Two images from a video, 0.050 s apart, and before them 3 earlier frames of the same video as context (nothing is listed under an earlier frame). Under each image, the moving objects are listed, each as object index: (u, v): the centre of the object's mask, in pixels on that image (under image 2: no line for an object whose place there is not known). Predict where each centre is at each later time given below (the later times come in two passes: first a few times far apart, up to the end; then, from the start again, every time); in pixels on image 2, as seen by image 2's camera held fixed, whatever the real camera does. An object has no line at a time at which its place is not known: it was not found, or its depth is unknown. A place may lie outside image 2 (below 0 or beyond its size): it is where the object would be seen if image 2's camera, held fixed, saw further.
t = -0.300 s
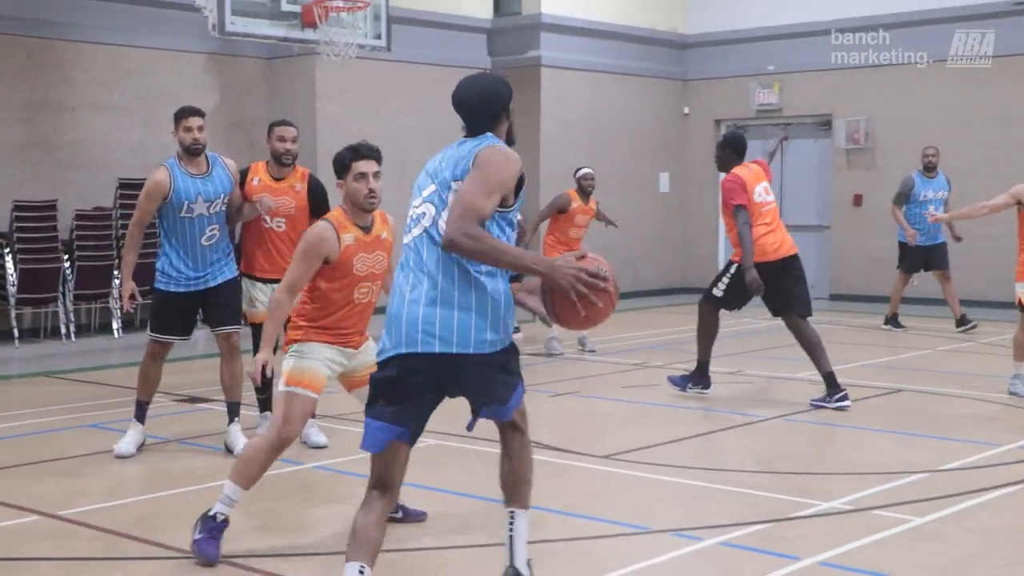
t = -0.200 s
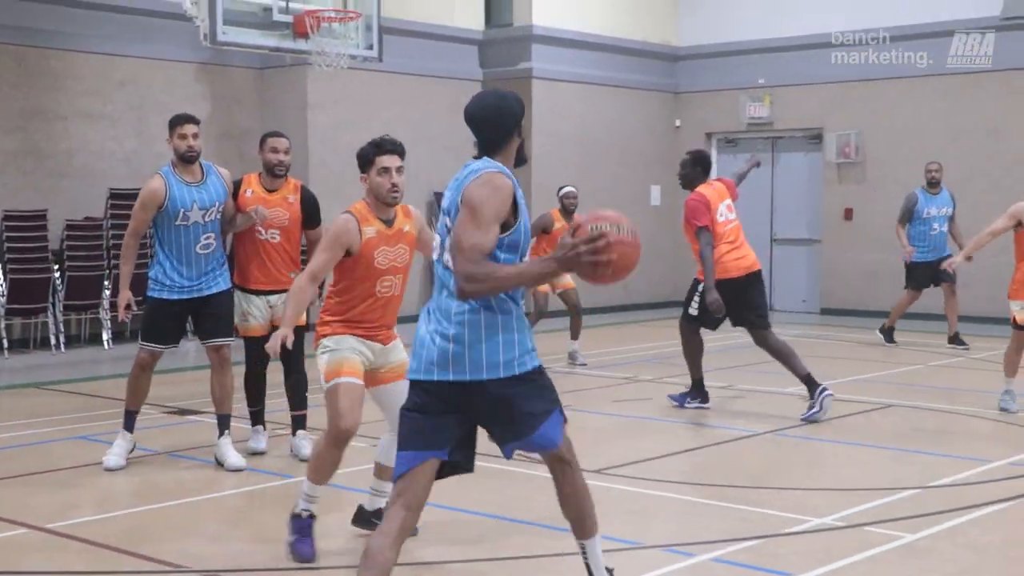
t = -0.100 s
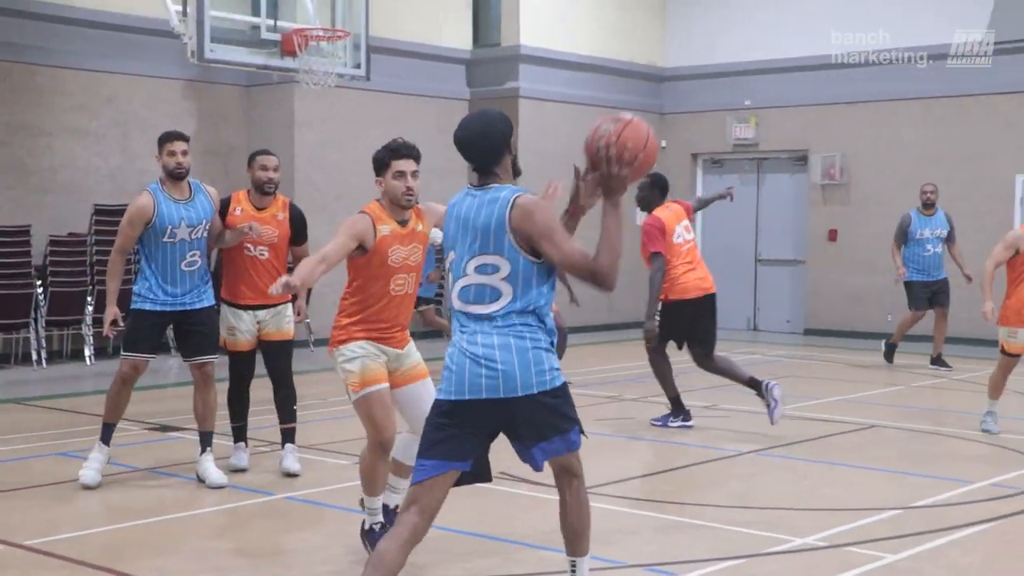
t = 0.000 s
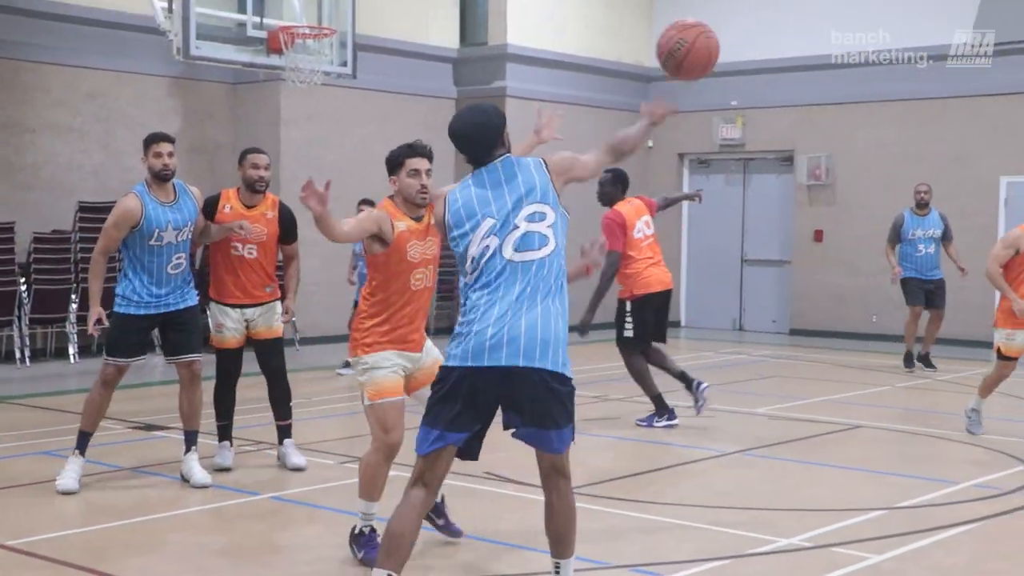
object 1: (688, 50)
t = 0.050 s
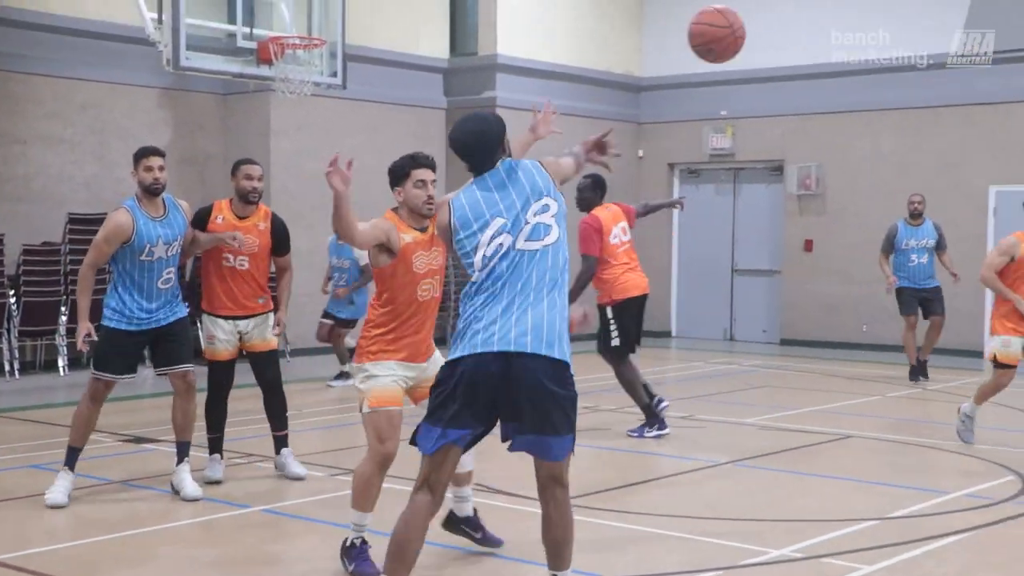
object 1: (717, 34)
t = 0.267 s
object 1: (829, 9)
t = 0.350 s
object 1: (855, 23)
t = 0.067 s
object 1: (728, 28)
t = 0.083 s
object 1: (739, 22)
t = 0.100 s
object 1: (750, 18)
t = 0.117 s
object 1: (759, 14)
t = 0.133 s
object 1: (769, 11)
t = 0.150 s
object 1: (777, 9)
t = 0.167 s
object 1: (786, 8)
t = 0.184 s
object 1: (794, 7)
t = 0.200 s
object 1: (801, 7)
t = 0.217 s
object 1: (809, 7)
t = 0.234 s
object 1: (816, 8)
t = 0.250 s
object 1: (823, 8)
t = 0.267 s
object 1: (829, 9)
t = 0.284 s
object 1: (835, 11)
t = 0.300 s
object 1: (841, 13)
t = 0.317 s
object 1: (846, 16)
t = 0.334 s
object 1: (851, 19)
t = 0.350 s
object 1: (855, 23)
